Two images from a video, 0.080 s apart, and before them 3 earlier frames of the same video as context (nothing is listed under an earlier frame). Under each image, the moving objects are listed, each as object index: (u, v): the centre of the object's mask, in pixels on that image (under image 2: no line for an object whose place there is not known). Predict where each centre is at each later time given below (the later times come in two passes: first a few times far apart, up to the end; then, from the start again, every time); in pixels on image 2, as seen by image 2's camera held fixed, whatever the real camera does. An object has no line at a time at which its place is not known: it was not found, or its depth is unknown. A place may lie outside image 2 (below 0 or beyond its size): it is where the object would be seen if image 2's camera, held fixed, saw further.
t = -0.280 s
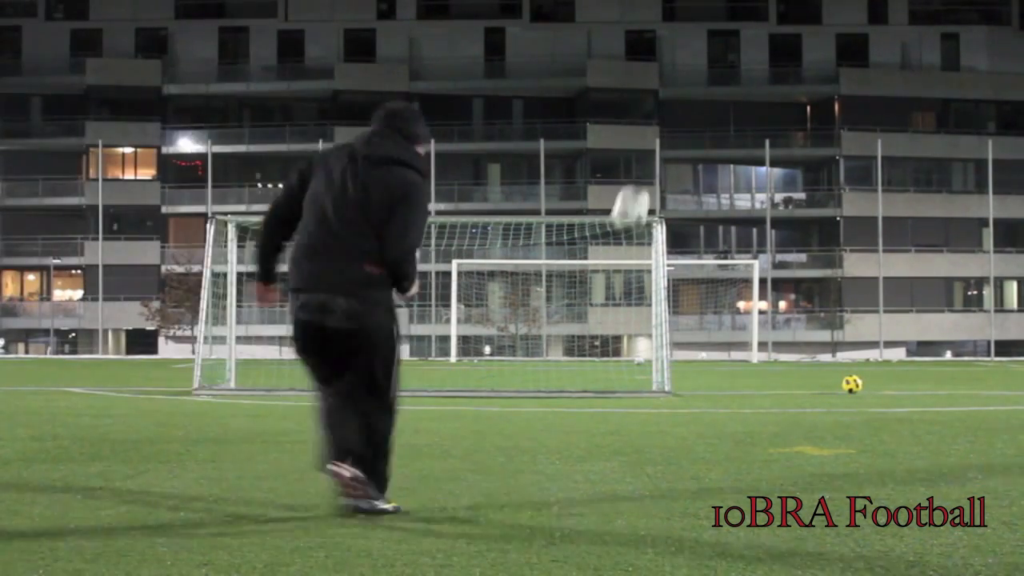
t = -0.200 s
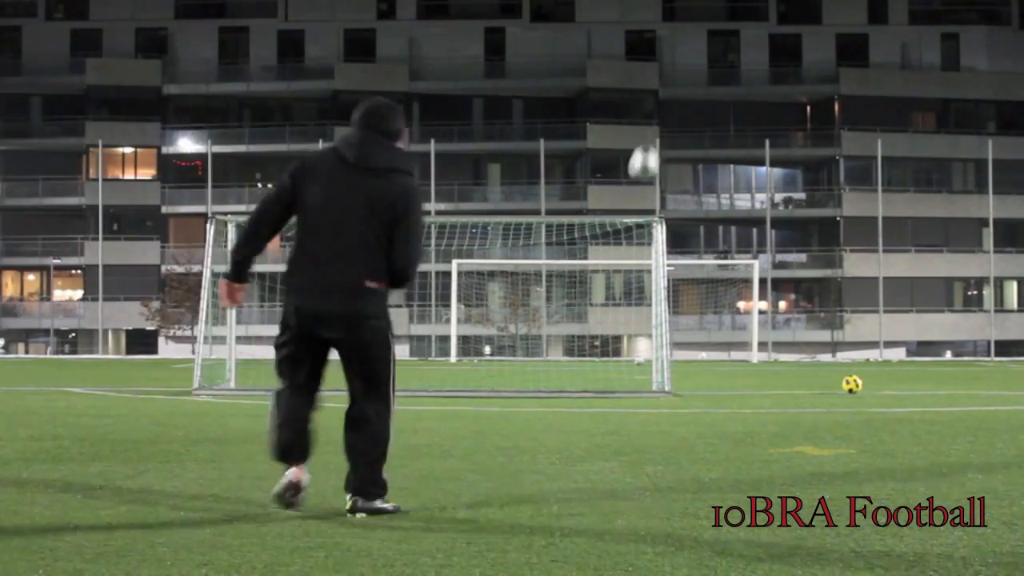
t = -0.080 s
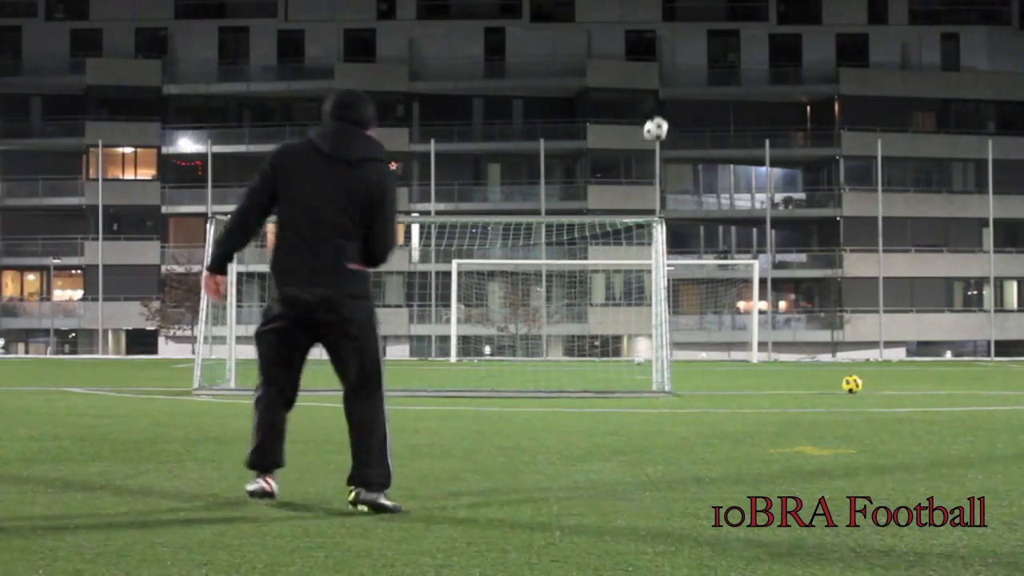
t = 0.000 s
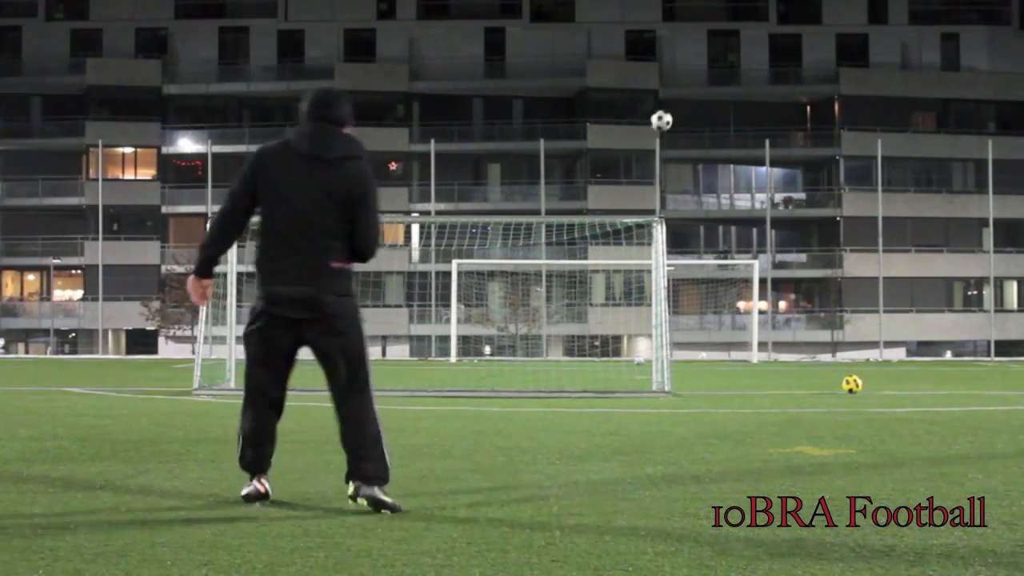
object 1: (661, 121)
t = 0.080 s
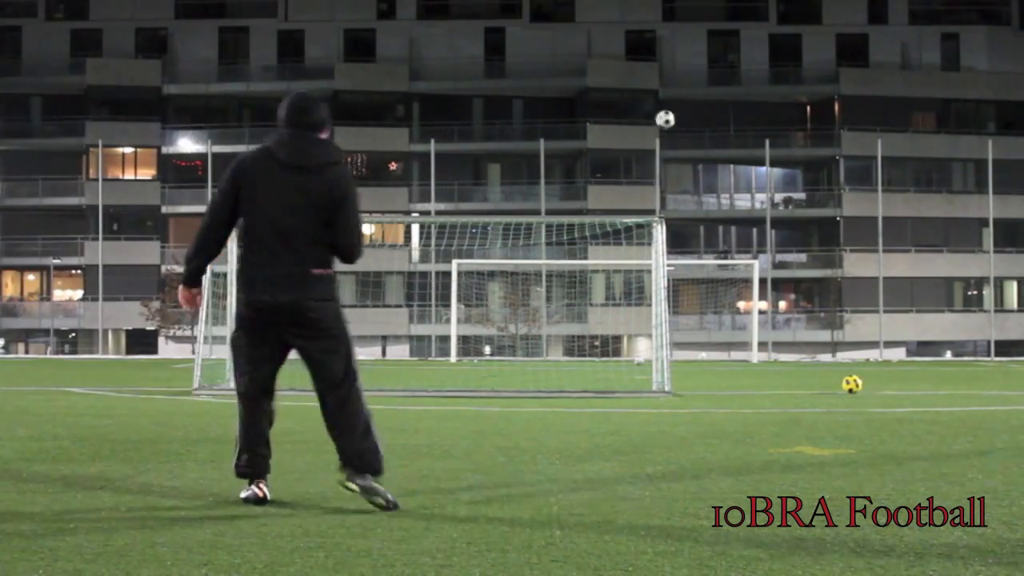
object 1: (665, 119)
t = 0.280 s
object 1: (677, 134)
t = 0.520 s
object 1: (691, 173)
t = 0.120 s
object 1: (667, 120)
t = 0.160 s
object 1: (669, 123)
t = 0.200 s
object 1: (672, 126)
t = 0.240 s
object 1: (674, 130)
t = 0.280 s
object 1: (677, 134)
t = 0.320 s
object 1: (679, 139)
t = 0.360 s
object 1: (681, 145)
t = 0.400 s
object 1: (684, 151)
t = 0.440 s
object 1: (687, 158)
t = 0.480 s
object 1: (689, 165)
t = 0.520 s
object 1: (691, 173)
